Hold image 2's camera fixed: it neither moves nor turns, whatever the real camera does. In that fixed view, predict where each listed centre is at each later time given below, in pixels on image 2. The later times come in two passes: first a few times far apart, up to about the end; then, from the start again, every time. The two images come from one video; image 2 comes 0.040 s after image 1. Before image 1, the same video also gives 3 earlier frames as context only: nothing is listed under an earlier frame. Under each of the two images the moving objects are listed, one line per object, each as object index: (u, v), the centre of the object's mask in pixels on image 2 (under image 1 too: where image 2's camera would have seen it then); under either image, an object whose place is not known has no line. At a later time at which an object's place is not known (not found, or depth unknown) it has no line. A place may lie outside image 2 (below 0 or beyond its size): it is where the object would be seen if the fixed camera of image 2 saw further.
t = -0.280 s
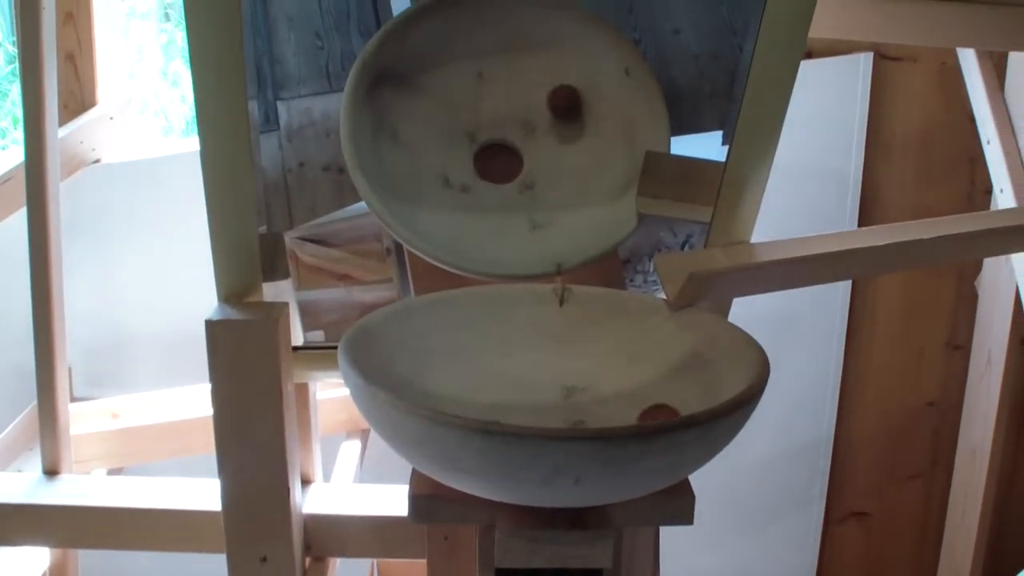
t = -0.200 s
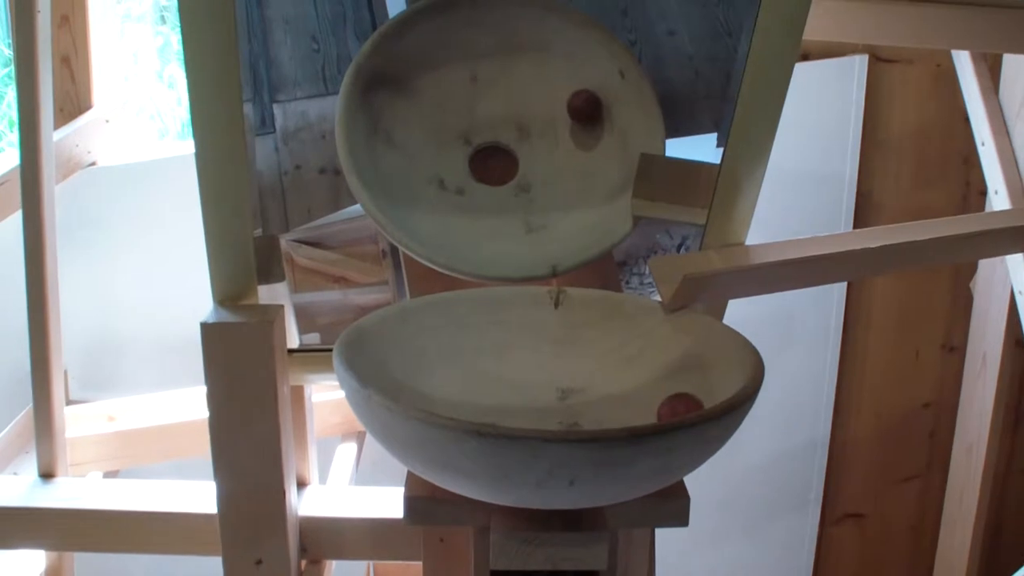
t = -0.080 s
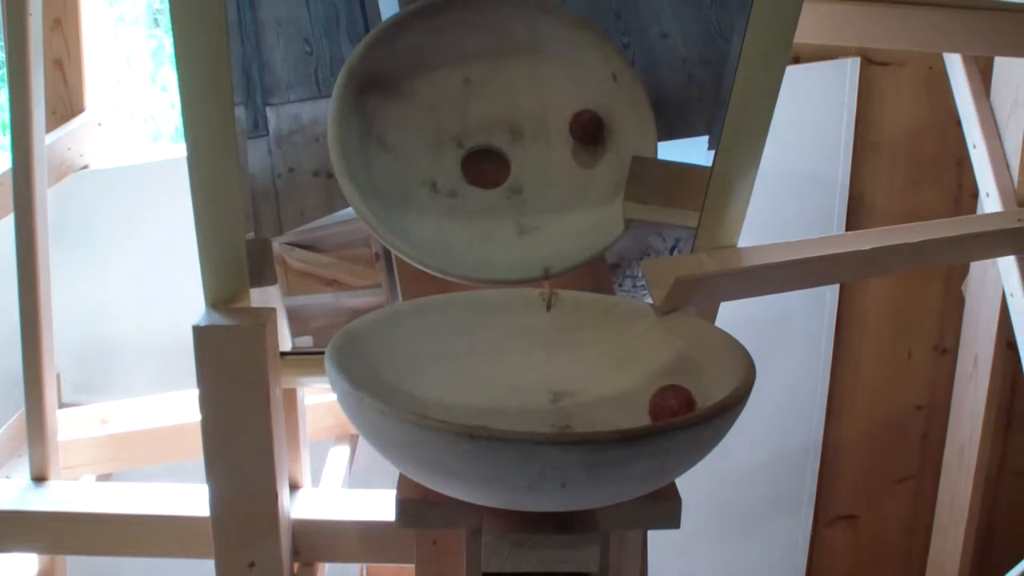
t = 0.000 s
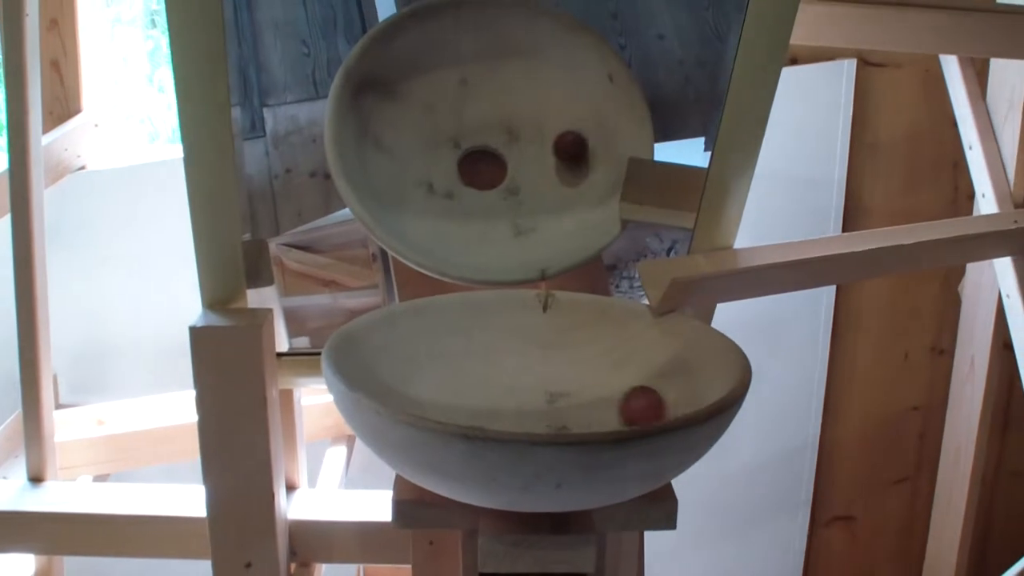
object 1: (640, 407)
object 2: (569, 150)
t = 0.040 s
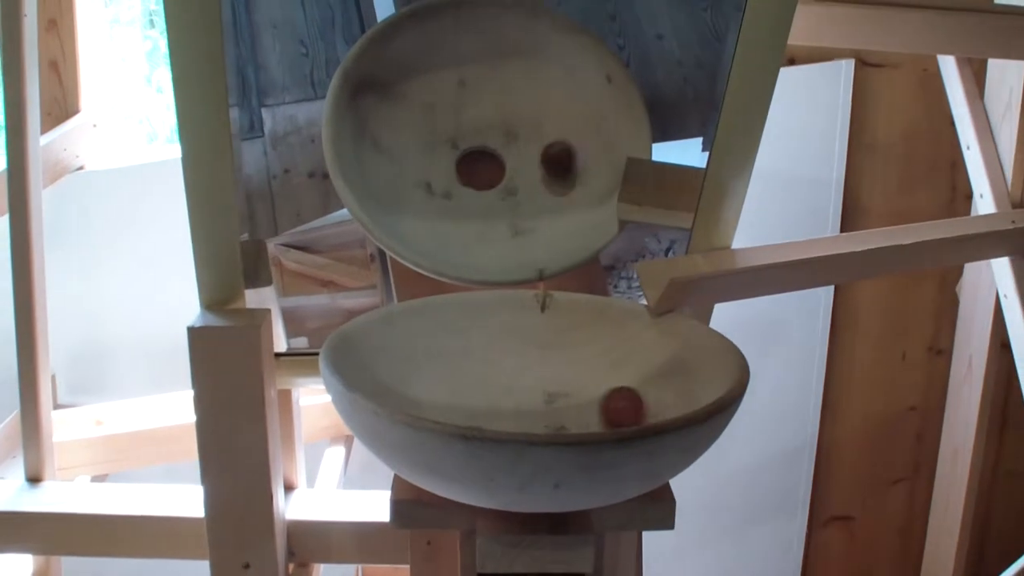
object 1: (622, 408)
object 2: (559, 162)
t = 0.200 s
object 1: (533, 406)
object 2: (499, 200)
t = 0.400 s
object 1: (430, 392)
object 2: (413, 198)
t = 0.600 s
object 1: (407, 395)
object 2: (387, 172)
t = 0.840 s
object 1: (510, 425)
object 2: (455, 135)
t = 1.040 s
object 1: (624, 420)
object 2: (540, 123)
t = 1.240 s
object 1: (666, 402)
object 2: (584, 135)
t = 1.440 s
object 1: (603, 408)
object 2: (547, 172)
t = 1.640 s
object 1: (492, 407)
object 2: (462, 193)
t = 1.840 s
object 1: (413, 398)
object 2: (395, 172)
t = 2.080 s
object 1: (436, 413)
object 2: (404, 141)
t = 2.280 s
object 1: (537, 428)
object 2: (474, 129)
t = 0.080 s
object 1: (602, 408)
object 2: (545, 172)
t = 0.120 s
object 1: (580, 409)
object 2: (530, 181)
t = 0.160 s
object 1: (557, 408)
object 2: (515, 191)
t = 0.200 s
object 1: (533, 406)
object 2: (499, 200)
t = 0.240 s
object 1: (509, 403)
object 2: (478, 203)
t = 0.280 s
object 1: (486, 401)
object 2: (459, 204)
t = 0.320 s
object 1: (465, 397)
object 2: (442, 201)
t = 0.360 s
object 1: (446, 394)
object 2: (427, 201)
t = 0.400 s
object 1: (430, 392)
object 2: (413, 198)
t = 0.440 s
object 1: (417, 390)
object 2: (401, 194)
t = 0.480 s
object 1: (407, 388)
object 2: (393, 189)
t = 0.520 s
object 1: (402, 388)
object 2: (387, 184)
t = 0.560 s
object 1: (402, 390)
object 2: (385, 178)
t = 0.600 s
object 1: (407, 395)
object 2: (387, 172)
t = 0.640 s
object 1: (416, 401)
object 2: (393, 166)
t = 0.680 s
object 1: (429, 407)
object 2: (401, 159)
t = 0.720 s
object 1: (445, 412)
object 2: (412, 153)
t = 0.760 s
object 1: (465, 418)
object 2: (425, 146)
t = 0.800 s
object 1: (485, 422)
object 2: (439, 141)
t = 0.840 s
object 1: (510, 425)
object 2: (455, 135)
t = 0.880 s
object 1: (535, 428)
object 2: (472, 131)
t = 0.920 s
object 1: (560, 428)
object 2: (491, 128)
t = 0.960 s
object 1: (583, 426)
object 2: (508, 126)
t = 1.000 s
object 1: (605, 424)
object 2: (524, 125)
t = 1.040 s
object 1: (624, 420)
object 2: (540, 123)
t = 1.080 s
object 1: (640, 416)
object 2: (554, 122)
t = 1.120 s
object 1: (653, 412)
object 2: (566, 123)
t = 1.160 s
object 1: (662, 407)
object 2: (575, 125)
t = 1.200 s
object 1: (667, 404)
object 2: (582, 130)
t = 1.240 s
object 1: (666, 402)
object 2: (584, 135)
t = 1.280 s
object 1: (661, 402)
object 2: (583, 142)
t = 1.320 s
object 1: (652, 403)
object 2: (579, 150)
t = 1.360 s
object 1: (639, 405)
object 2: (570, 157)
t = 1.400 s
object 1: (623, 406)
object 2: (560, 165)
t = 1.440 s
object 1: (603, 408)
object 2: (547, 172)
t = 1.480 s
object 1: (582, 409)
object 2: (532, 180)
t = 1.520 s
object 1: (560, 409)
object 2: (516, 187)
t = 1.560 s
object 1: (538, 410)
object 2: (501, 193)
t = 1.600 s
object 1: (514, 408)
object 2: (481, 195)
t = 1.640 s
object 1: (492, 407)
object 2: (462, 193)
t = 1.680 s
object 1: (471, 405)
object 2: (445, 192)
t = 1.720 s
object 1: (453, 403)
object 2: (430, 189)
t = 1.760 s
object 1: (437, 401)
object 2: (416, 185)
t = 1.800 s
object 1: (423, 399)
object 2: (404, 180)
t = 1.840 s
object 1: (413, 398)
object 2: (395, 172)
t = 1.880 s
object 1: (407, 397)
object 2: (389, 165)
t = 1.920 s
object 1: (406, 398)
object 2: (386, 159)
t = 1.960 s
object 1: (408, 400)
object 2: (386, 153)
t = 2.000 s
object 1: (414, 404)
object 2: (389, 148)
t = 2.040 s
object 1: (424, 408)
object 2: (395, 144)
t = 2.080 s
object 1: (436, 413)
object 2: (404, 141)
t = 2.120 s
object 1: (454, 417)
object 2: (415, 137)
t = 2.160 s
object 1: (471, 421)
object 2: (428, 134)
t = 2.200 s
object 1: (493, 425)
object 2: (442, 132)
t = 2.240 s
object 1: (515, 427)
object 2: (457, 130)
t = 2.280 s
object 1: (537, 428)
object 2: (474, 129)
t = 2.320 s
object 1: (559, 427)
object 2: (493, 129)
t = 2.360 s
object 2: (510, 131)
